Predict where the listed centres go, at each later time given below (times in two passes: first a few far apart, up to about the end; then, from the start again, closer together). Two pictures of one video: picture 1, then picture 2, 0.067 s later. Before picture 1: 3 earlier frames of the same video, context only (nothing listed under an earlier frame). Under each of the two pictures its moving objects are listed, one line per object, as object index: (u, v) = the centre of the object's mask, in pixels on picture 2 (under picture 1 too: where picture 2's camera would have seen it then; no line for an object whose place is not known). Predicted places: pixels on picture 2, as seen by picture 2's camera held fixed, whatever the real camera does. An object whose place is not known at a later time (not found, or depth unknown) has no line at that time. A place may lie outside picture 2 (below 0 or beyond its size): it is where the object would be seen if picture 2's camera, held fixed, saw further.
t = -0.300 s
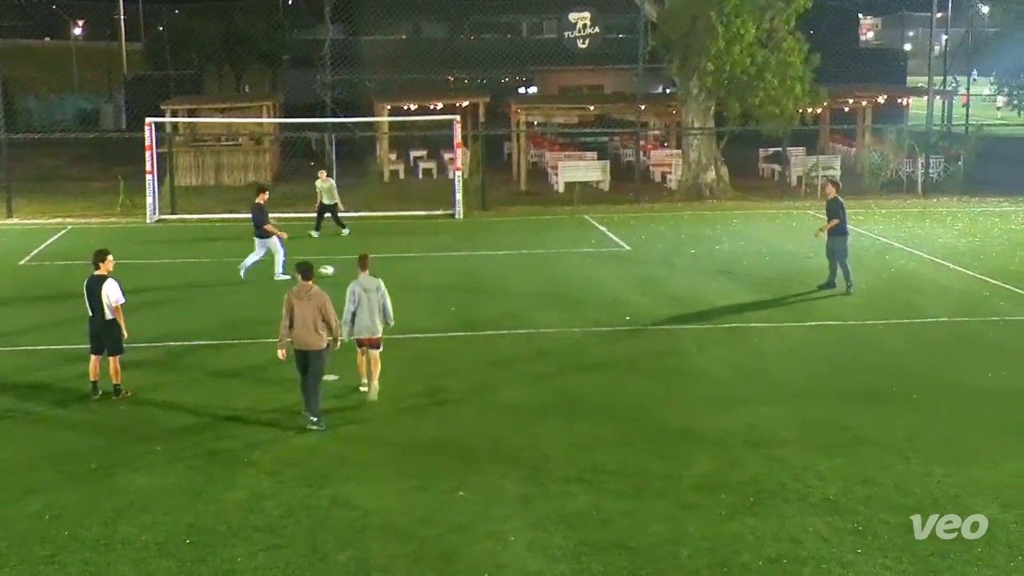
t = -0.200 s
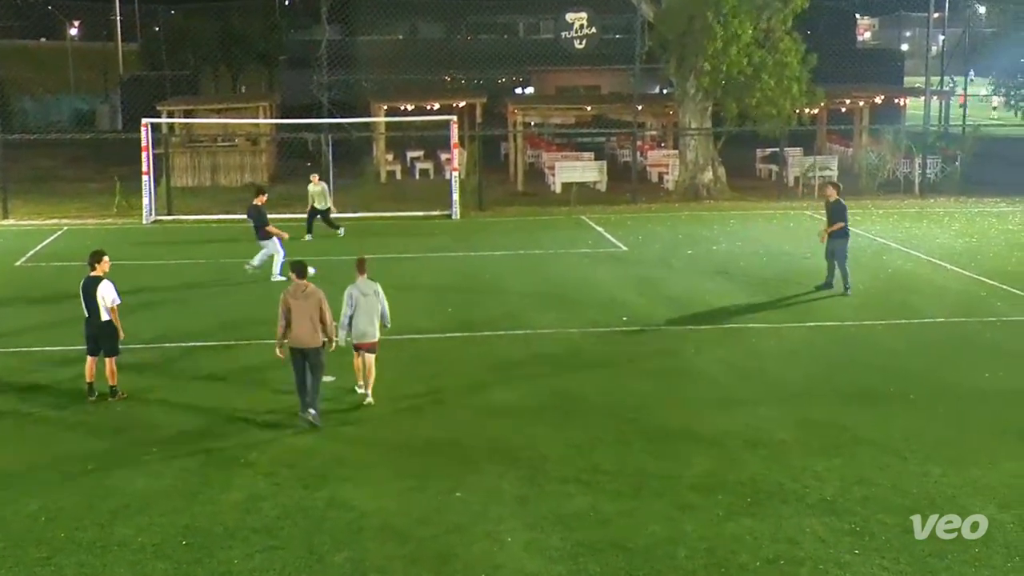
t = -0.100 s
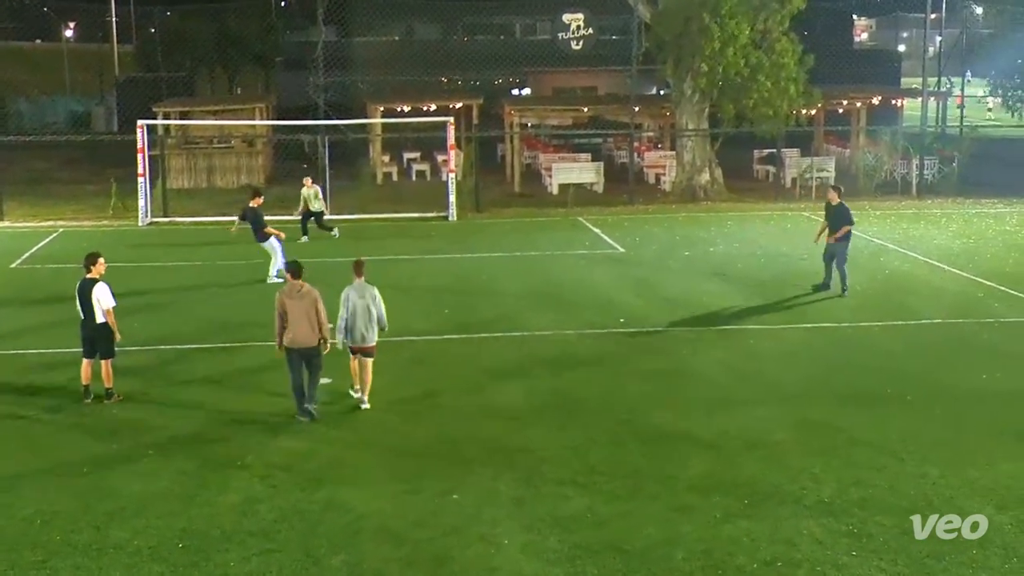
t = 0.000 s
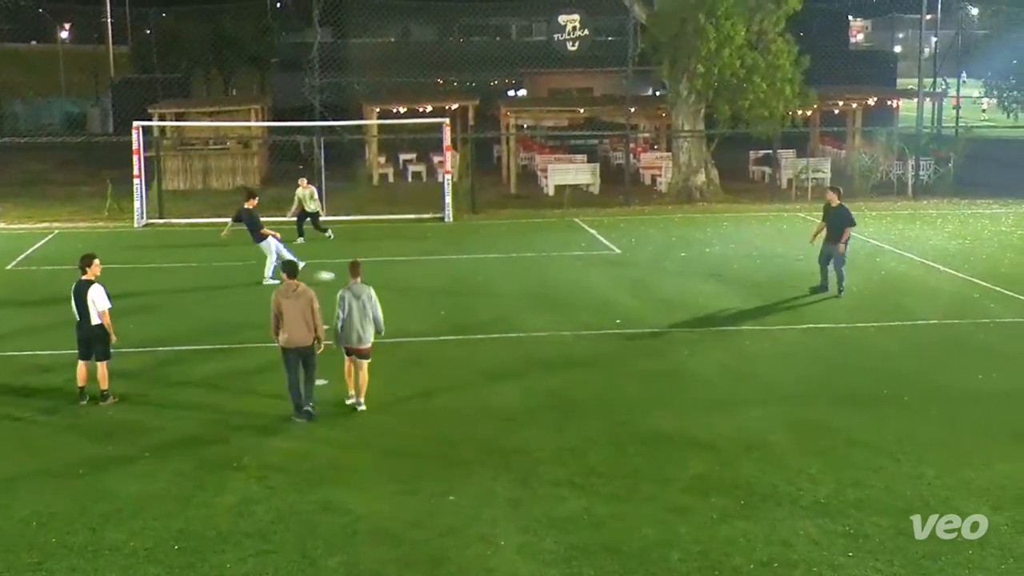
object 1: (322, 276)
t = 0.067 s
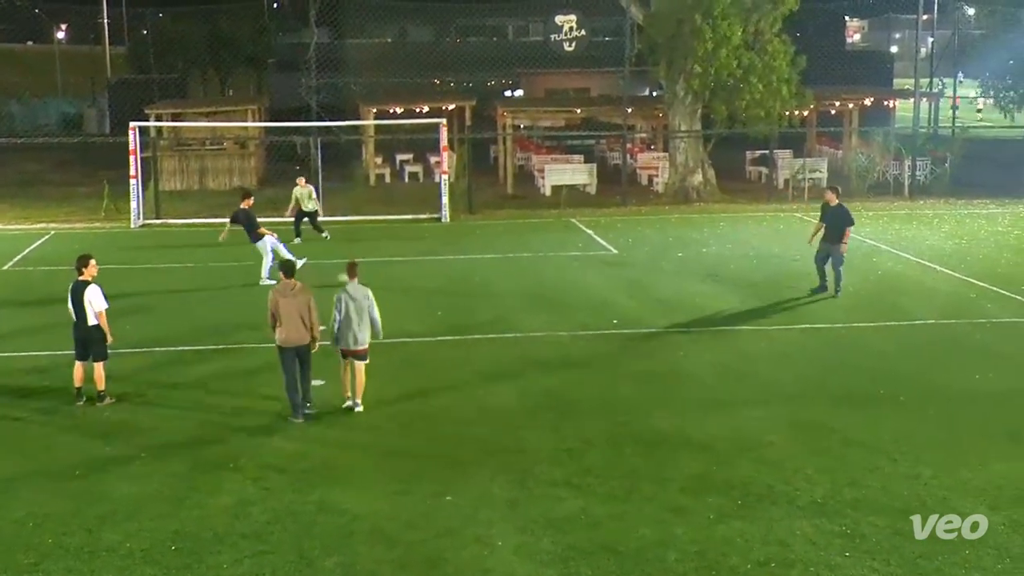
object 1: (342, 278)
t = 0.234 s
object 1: (396, 281)
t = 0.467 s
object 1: (470, 286)
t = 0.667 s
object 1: (526, 289)
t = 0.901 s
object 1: (591, 293)
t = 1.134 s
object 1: (657, 298)
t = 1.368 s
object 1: (724, 302)
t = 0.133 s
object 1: (363, 279)
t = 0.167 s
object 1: (373, 280)
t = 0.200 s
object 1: (384, 281)
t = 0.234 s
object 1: (396, 281)
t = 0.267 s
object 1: (408, 282)
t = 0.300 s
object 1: (418, 282)
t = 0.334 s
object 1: (429, 283)
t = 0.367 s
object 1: (439, 283)
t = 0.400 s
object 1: (450, 284)
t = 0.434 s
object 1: (461, 285)
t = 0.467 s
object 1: (470, 286)
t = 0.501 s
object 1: (479, 286)
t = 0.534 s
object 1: (489, 287)
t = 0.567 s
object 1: (498, 288)
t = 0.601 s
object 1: (507, 288)
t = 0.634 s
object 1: (517, 288)
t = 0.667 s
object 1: (526, 289)
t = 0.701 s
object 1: (535, 290)
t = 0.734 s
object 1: (545, 290)
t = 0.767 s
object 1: (554, 291)
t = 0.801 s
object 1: (563, 292)
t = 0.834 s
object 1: (572, 293)
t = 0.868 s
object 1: (582, 293)
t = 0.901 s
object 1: (591, 293)
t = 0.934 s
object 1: (600, 294)
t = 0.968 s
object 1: (610, 295)
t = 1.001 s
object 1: (619, 295)
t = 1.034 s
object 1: (629, 296)
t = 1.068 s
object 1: (639, 297)
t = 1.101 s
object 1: (648, 298)
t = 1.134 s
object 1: (657, 298)
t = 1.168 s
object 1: (667, 299)
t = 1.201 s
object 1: (677, 300)
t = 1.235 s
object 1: (686, 300)
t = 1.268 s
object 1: (696, 301)
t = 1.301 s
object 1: (706, 301)
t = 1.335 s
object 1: (715, 302)
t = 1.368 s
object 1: (724, 302)
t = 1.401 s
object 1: (734, 303)
